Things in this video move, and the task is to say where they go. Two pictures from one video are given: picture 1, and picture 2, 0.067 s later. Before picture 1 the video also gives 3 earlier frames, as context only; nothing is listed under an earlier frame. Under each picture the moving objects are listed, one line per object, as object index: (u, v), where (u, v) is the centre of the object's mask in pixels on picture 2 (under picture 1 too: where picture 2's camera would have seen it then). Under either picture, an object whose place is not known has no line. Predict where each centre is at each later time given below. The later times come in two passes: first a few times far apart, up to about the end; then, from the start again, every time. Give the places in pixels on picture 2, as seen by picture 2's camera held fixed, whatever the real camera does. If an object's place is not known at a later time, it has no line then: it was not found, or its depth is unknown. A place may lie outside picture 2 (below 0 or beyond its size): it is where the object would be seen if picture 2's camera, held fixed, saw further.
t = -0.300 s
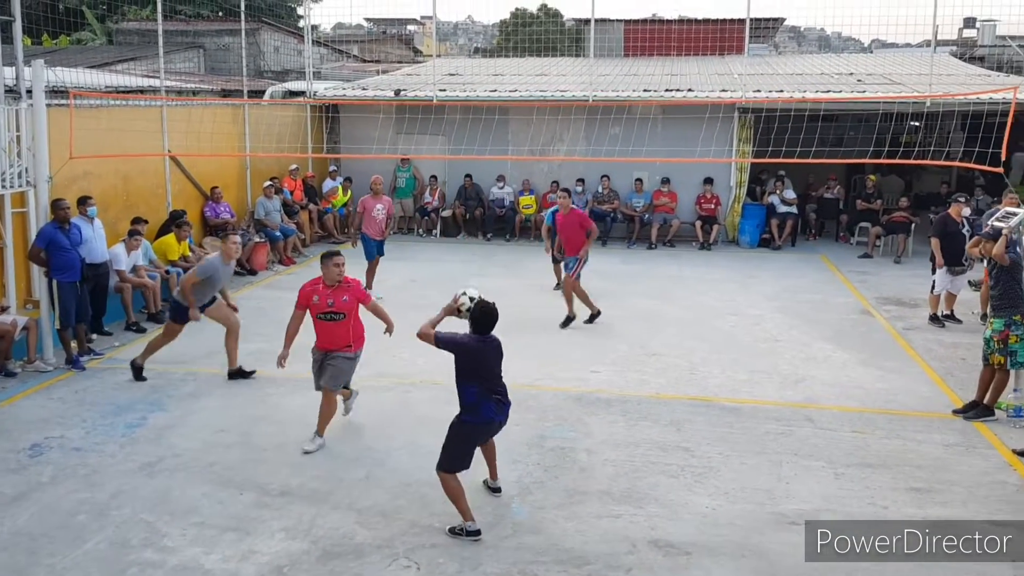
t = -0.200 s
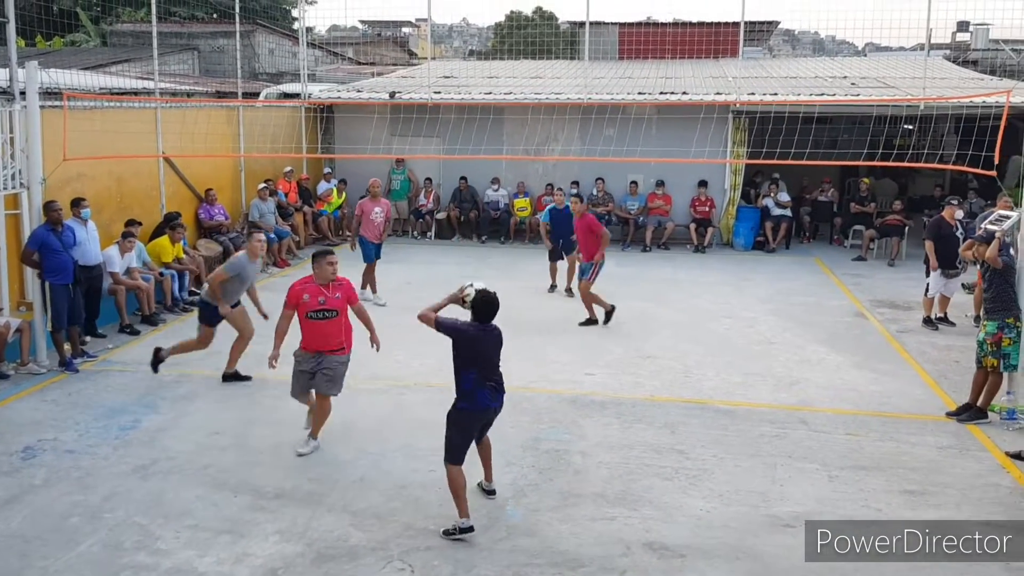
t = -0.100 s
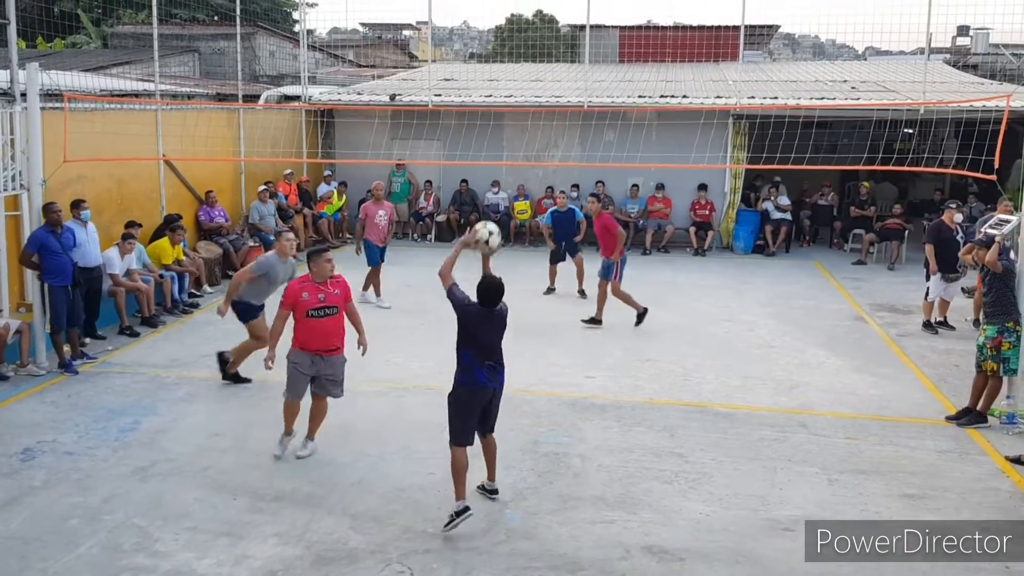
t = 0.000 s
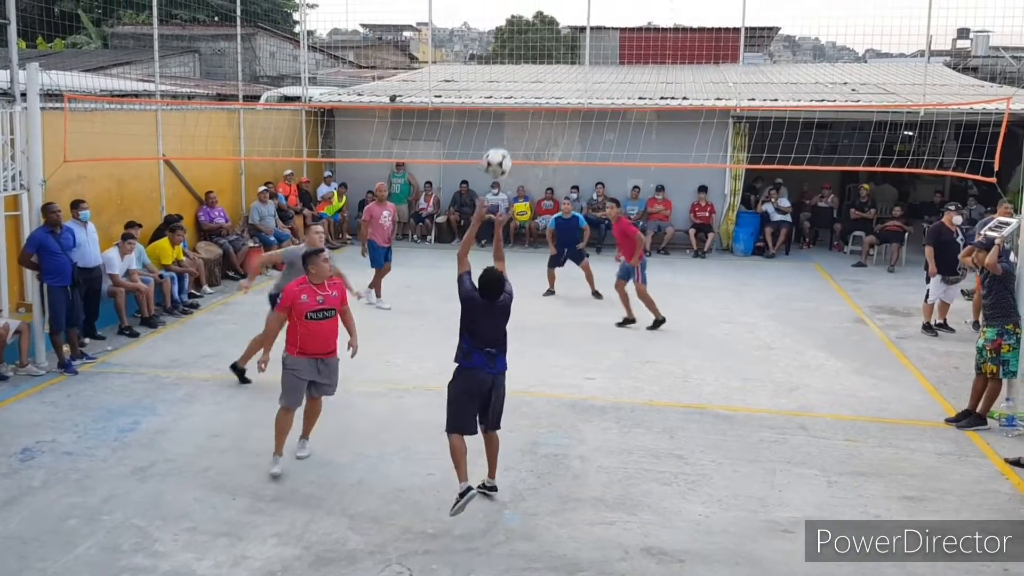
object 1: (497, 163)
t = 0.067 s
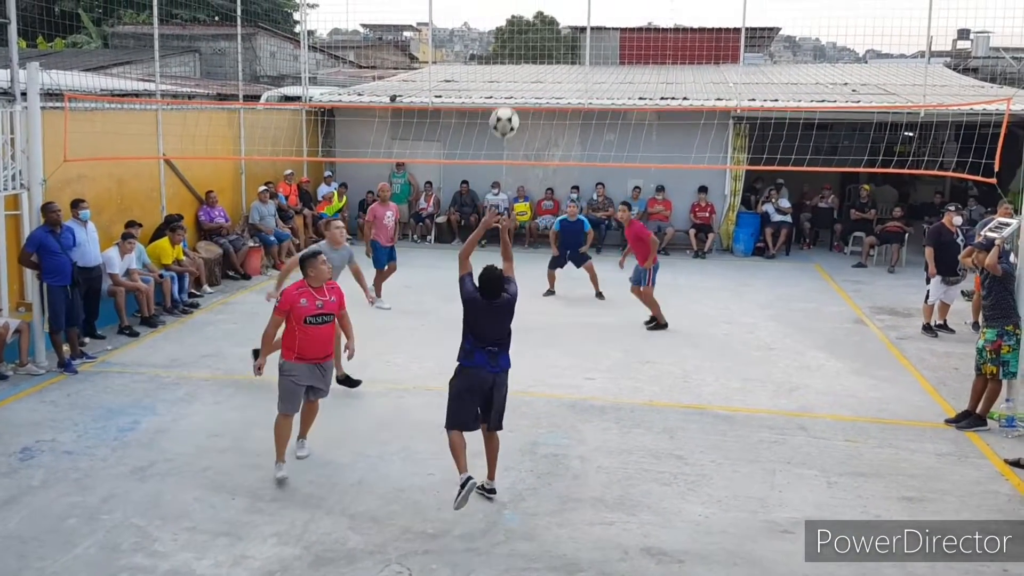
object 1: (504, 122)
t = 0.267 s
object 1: (524, 37)
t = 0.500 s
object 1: (542, 9)
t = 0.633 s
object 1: (551, 23)
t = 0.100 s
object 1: (507, 105)
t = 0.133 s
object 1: (510, 87)
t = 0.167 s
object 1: (514, 72)
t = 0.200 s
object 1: (517, 59)
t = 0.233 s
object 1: (521, 47)
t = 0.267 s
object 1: (524, 37)
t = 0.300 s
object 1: (526, 29)
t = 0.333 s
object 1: (530, 22)
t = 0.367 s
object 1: (532, 17)
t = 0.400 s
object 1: (535, 13)
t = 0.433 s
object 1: (537, 10)
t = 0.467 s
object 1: (540, 9)
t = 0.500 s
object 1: (542, 9)
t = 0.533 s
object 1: (544, 11)
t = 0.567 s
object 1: (547, 14)
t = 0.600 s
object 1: (548, 18)
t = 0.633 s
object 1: (551, 23)
